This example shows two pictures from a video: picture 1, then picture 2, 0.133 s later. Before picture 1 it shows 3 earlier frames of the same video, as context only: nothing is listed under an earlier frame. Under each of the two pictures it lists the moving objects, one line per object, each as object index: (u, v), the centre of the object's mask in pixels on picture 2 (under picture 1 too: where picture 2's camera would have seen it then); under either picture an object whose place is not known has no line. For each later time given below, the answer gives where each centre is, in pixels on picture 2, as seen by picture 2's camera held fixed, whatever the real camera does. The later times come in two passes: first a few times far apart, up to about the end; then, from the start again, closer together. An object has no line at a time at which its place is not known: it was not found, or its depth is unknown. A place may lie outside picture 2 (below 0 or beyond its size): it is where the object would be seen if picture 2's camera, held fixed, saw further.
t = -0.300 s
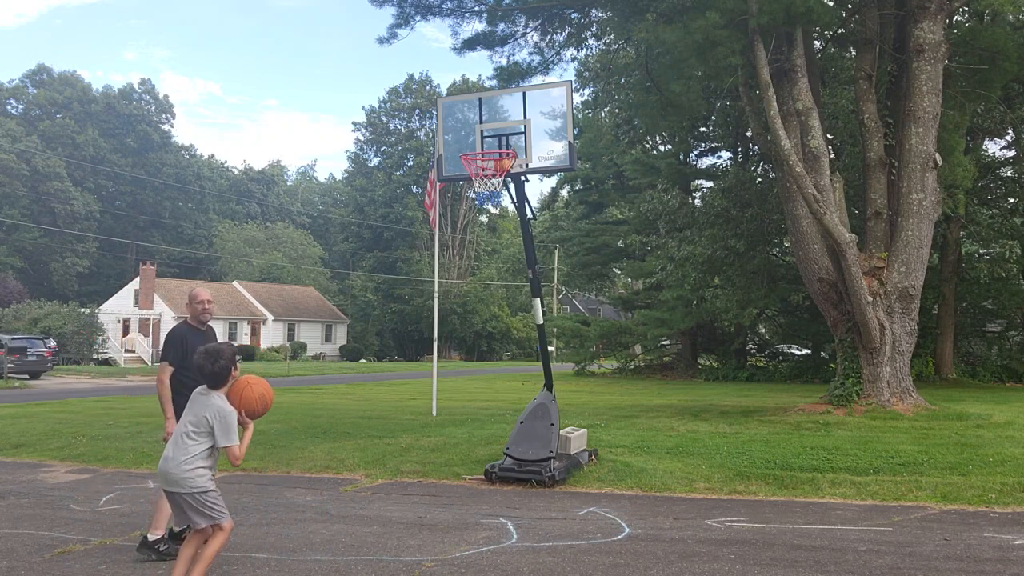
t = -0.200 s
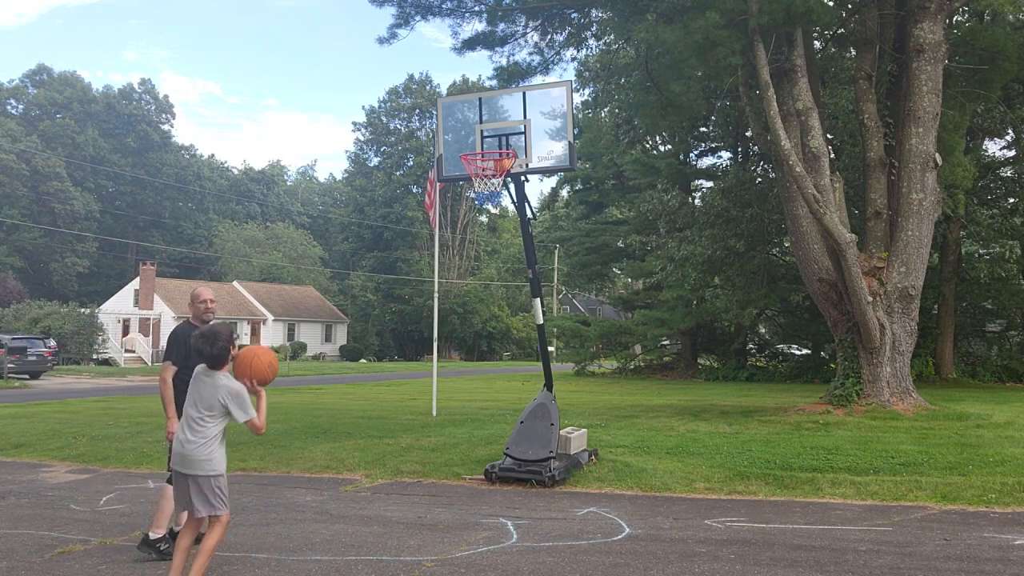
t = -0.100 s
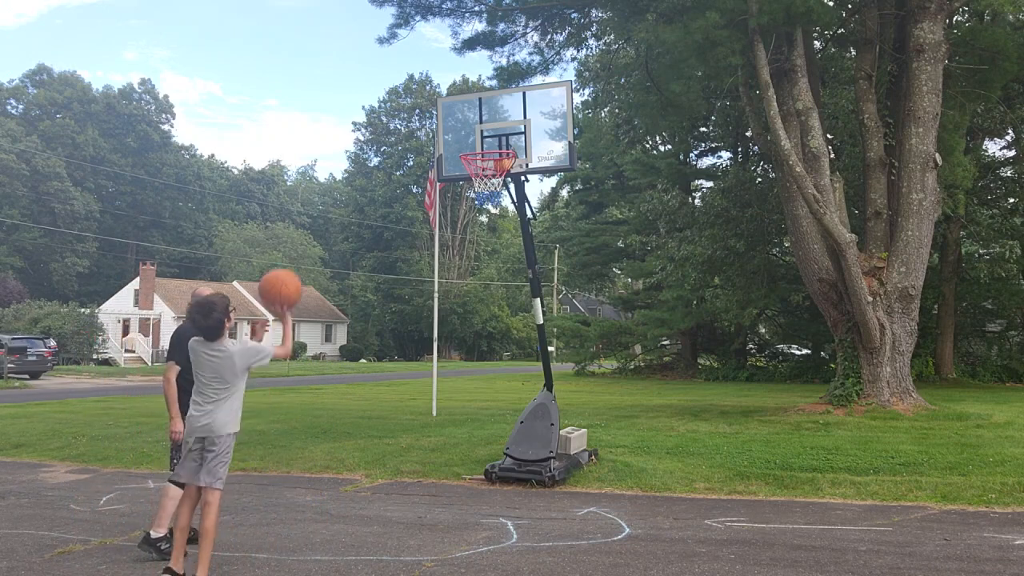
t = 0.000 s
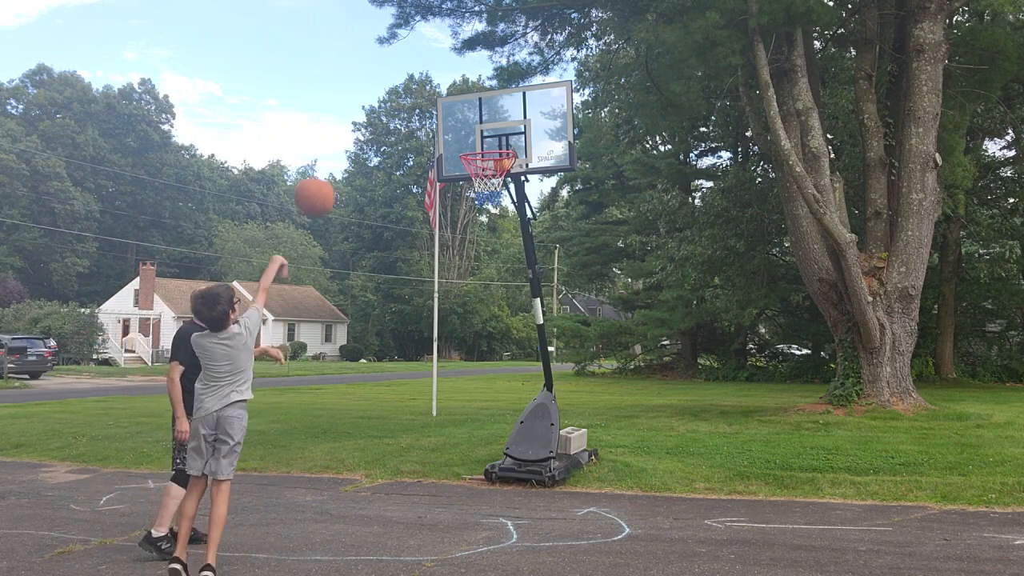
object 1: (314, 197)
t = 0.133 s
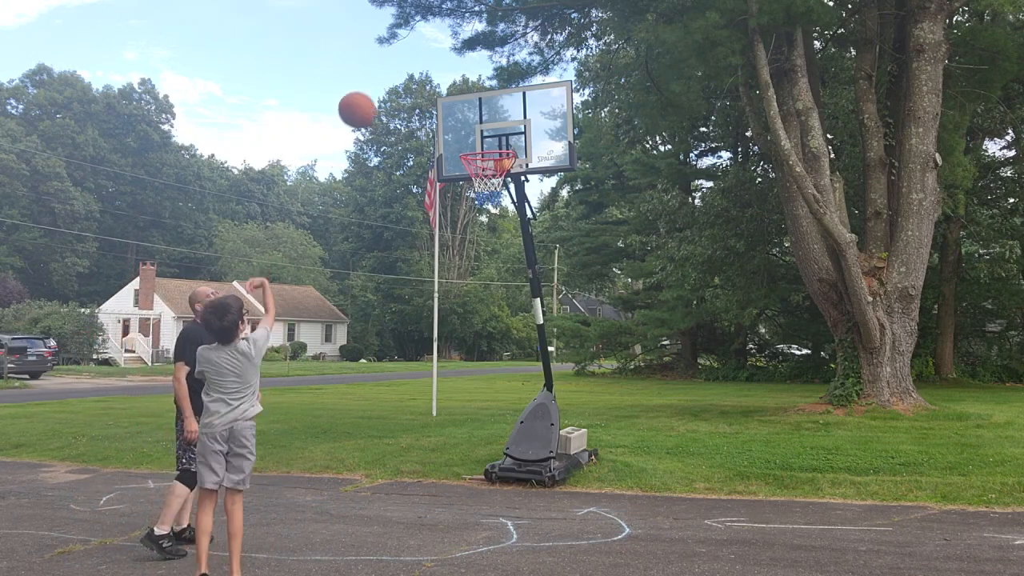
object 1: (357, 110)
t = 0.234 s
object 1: (384, 70)
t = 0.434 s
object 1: (429, 38)
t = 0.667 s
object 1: (468, 64)
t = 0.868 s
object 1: (495, 130)
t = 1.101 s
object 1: (484, 93)
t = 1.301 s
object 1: (466, 75)
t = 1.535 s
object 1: (444, 110)
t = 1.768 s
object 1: (418, 211)
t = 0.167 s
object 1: (366, 94)
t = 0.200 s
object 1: (375, 81)
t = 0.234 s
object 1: (384, 70)
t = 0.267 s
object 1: (393, 60)
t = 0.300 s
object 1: (401, 53)
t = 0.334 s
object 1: (408, 47)
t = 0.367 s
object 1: (416, 42)
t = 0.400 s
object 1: (423, 40)
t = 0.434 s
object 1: (429, 38)
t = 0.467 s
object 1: (436, 38)
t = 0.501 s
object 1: (442, 39)
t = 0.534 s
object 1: (447, 42)
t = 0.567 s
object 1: (453, 46)
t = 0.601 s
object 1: (458, 51)
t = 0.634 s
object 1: (463, 56)
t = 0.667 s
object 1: (468, 64)
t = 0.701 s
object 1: (473, 72)
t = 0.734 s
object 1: (477, 82)
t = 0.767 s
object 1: (482, 92)
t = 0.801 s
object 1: (486, 103)
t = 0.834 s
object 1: (490, 116)
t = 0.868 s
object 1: (495, 130)
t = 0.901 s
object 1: (499, 141)
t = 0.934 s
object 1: (498, 139)
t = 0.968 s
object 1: (495, 127)
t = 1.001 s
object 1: (492, 117)
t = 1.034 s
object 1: (490, 108)
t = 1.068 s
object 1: (486, 100)
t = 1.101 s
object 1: (484, 93)
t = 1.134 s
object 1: (481, 87)
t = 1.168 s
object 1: (478, 82)
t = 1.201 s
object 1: (475, 78)
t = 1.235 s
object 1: (472, 76)
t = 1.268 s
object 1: (469, 75)
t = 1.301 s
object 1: (466, 75)
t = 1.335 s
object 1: (463, 76)
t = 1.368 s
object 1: (460, 78)
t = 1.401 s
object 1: (457, 82)
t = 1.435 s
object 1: (454, 87)
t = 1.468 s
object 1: (450, 93)
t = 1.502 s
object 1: (447, 101)
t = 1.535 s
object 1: (444, 110)
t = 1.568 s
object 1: (441, 119)
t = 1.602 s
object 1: (437, 131)
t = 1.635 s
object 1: (433, 144)
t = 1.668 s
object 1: (430, 158)
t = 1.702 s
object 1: (426, 175)
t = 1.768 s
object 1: (418, 211)
